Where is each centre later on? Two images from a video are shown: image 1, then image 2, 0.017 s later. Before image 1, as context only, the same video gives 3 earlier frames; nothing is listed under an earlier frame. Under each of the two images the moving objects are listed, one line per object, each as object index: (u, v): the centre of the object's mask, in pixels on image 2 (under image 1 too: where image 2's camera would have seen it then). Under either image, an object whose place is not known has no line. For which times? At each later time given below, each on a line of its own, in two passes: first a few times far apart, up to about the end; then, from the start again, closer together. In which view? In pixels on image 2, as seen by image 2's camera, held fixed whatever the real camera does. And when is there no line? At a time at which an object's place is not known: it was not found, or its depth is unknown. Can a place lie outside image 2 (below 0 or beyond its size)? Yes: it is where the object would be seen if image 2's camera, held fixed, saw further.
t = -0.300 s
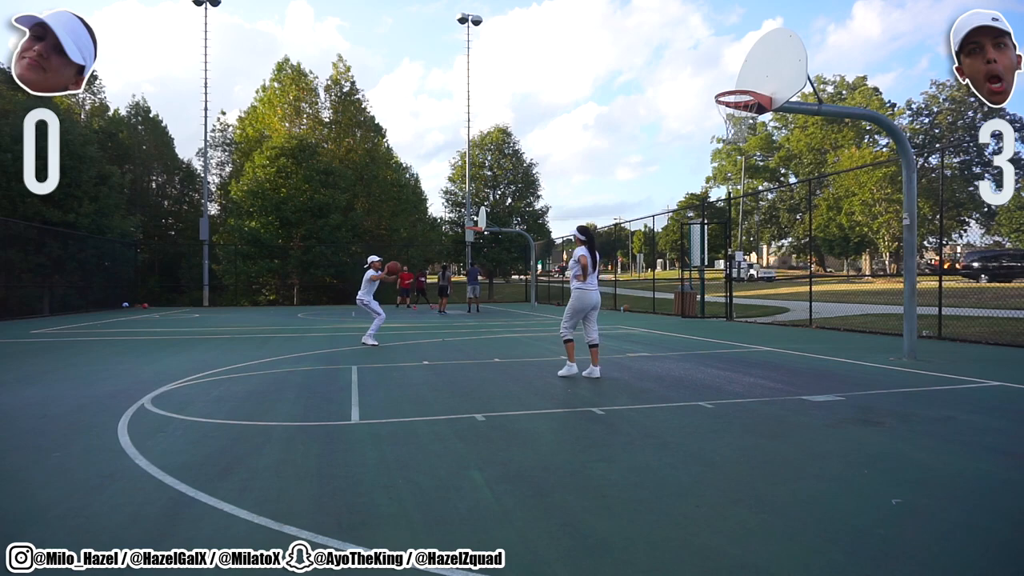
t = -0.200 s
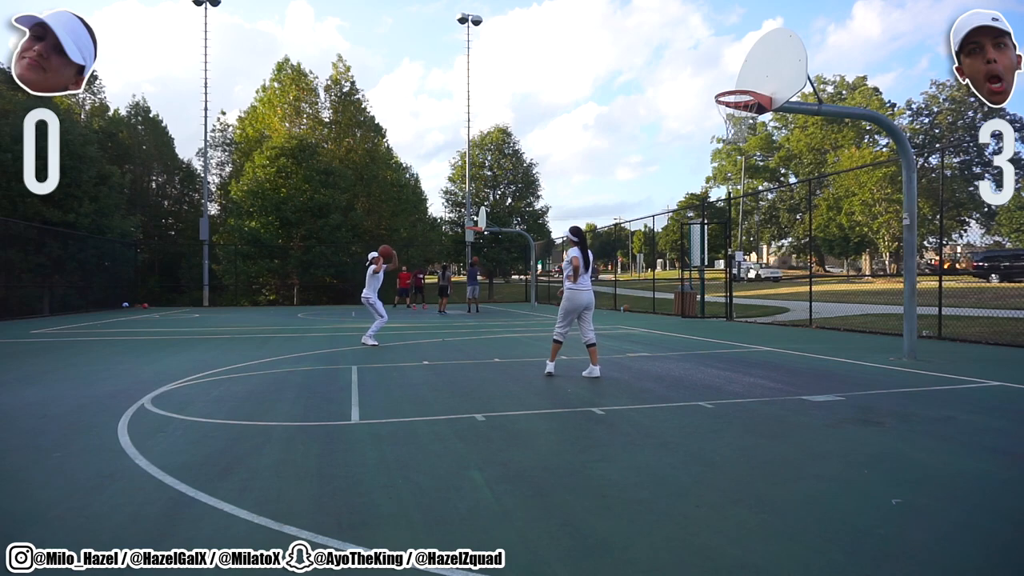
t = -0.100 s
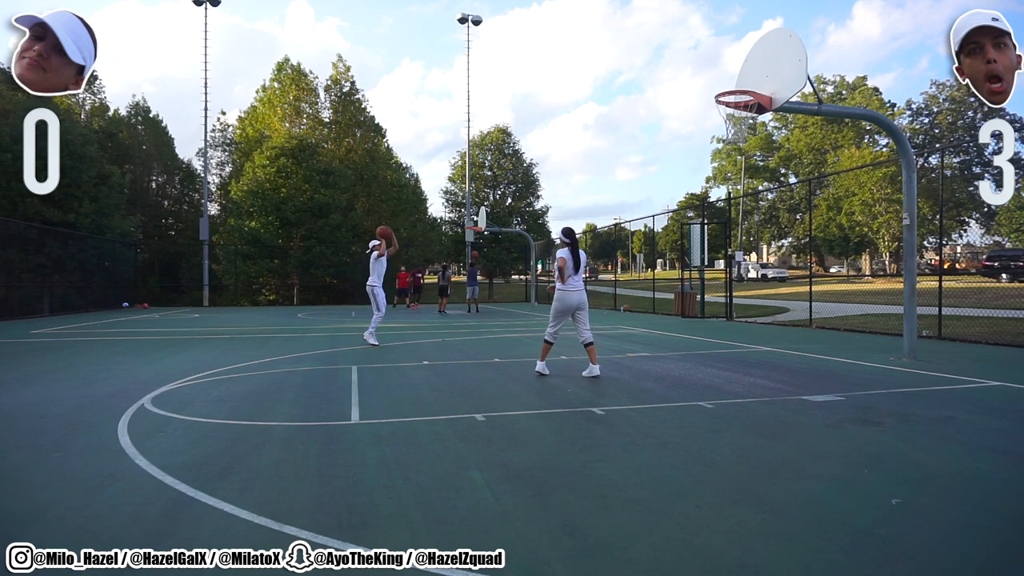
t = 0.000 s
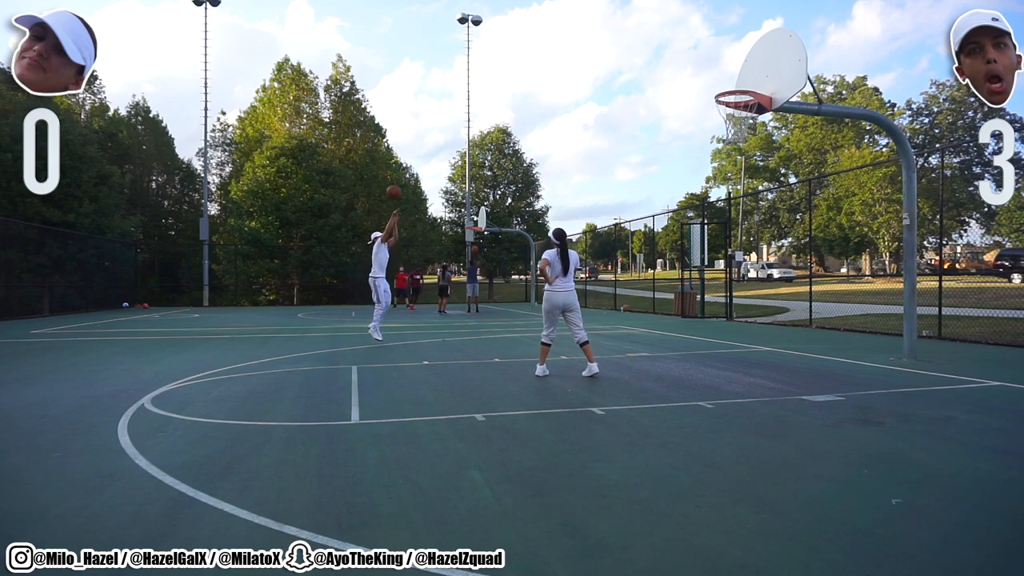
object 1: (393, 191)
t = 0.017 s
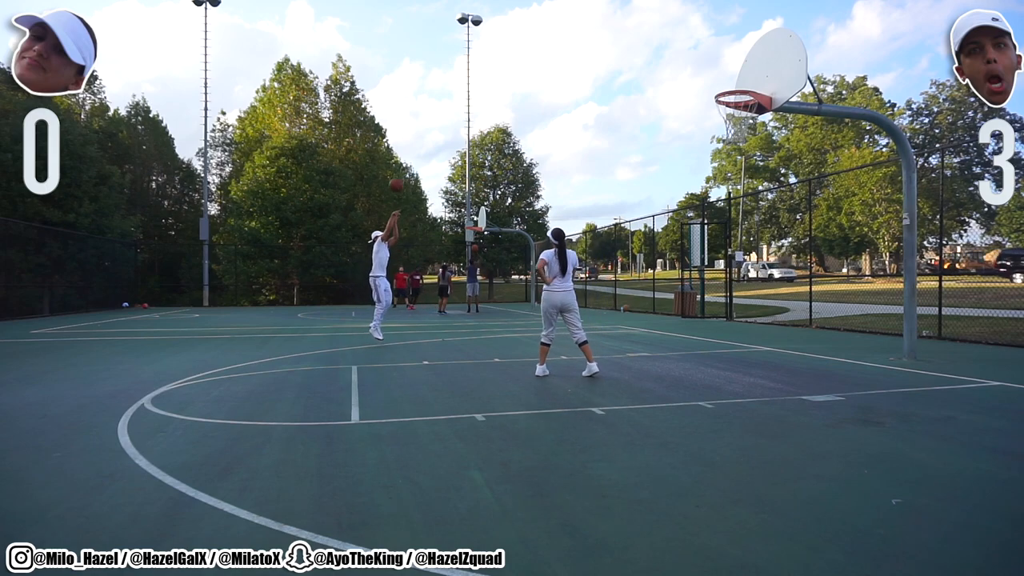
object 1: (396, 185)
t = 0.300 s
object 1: (441, 82)
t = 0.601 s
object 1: (495, 21)
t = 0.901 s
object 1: (554, 17)
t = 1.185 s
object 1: (617, 77)
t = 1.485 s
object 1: (695, 225)
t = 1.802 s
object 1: (757, 294)
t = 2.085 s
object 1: (777, 193)
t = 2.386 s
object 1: (797, 163)
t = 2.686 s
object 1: (821, 223)
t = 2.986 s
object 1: (842, 376)
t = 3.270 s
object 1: (873, 281)
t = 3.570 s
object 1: (906, 275)
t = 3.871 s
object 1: (942, 386)
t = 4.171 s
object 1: (977, 330)
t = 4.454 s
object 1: (1009, 371)
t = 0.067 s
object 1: (403, 164)
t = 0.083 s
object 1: (407, 157)
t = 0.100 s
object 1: (409, 151)
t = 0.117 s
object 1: (412, 144)
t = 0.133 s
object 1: (414, 138)
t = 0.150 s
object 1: (417, 132)
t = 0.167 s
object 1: (419, 126)
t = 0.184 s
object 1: (422, 120)
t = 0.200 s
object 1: (425, 114)
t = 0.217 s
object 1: (427, 109)
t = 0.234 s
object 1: (430, 103)
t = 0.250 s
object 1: (433, 98)
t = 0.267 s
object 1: (436, 92)
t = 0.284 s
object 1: (438, 87)
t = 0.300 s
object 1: (441, 82)
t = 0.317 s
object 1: (444, 77)
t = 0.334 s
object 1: (447, 73)
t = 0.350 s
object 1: (450, 68)
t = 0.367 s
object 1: (452, 64)
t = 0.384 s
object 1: (455, 60)
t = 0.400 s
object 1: (458, 56)
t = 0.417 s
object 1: (461, 52)
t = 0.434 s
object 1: (464, 48)
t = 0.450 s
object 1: (467, 45)
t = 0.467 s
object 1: (470, 41)
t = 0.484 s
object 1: (472, 38)
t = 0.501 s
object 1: (476, 35)
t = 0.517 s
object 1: (479, 33)
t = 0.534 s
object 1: (482, 30)
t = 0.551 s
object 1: (485, 27)
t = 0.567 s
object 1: (488, 25)
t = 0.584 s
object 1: (491, 23)
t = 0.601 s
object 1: (495, 21)
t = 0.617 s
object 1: (498, 19)
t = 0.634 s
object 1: (501, 17)
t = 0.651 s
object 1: (504, 16)
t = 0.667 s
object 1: (507, 14)
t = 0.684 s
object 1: (510, 13)
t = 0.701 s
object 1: (513, 12)
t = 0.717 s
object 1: (517, 11)
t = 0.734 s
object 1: (520, 11)
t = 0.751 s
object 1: (523, 10)
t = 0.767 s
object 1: (526, 10)
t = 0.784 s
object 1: (530, 10)
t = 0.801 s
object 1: (533, 11)
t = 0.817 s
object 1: (536, 11)
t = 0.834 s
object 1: (540, 12)
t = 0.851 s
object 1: (543, 13)
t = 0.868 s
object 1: (547, 14)
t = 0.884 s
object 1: (550, 15)
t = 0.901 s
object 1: (554, 17)
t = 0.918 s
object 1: (557, 18)
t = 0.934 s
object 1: (561, 20)
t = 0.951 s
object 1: (565, 23)
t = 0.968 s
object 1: (568, 25)
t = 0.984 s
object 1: (572, 27)
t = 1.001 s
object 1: (576, 30)
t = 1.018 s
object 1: (579, 33)
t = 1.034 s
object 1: (583, 36)
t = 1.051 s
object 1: (587, 40)
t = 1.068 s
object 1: (591, 44)
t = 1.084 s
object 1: (594, 48)
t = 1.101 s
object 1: (598, 52)
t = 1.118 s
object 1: (602, 57)
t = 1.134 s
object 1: (606, 61)
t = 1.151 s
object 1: (610, 66)
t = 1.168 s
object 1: (613, 72)
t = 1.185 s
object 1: (617, 77)
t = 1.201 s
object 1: (621, 83)
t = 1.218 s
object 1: (625, 89)
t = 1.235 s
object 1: (629, 95)
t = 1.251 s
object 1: (634, 102)
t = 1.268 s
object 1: (638, 109)
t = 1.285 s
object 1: (642, 116)
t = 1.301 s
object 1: (646, 124)
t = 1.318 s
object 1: (650, 131)
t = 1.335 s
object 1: (655, 139)
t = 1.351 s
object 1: (659, 148)
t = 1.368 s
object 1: (664, 156)
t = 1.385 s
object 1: (668, 165)
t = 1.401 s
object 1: (672, 174)
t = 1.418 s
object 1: (677, 184)
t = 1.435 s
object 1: (681, 194)
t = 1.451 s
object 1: (686, 204)
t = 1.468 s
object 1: (690, 214)
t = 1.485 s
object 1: (695, 225)
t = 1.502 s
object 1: (700, 236)
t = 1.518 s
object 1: (705, 247)
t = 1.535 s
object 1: (709, 259)
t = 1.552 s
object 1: (714, 272)
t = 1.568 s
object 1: (719, 284)
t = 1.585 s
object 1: (724, 296)
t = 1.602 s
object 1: (728, 310)
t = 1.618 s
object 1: (733, 323)
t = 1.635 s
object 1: (738, 337)
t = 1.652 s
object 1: (744, 351)
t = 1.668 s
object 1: (748, 363)
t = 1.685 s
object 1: (749, 354)
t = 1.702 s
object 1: (750, 345)
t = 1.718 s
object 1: (751, 336)
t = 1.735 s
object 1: (752, 327)
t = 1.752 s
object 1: (754, 318)
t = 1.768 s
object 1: (755, 310)
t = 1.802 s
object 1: (757, 294)
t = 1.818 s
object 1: (758, 286)
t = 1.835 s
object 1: (760, 279)
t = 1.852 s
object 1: (761, 272)
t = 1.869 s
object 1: (762, 265)
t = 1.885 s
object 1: (763, 257)
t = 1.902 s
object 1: (764, 251)
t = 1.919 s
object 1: (766, 244)
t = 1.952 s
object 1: (769, 232)
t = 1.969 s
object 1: (769, 226)
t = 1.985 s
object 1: (770, 221)
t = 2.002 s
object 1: (771, 216)
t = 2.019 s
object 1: (772, 211)
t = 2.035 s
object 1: (773, 206)
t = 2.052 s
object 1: (774, 202)
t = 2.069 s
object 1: (776, 197)
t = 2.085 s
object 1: (777, 193)
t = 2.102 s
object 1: (779, 189)
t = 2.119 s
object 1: (779, 186)
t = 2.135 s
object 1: (780, 182)
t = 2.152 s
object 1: (781, 179)
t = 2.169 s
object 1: (782, 176)
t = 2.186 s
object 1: (783, 174)
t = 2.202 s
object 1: (784, 172)
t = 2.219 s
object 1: (786, 170)
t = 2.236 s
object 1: (787, 168)
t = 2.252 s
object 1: (788, 166)
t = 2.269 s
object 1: (789, 165)
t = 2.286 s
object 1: (790, 164)
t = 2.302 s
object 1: (791, 163)
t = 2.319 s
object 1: (792, 163)
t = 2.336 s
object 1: (793, 162)
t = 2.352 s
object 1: (795, 162)
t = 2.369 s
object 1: (796, 162)
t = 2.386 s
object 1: (797, 163)
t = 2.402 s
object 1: (799, 164)
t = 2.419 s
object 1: (800, 164)
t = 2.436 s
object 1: (801, 166)
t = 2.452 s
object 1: (802, 167)
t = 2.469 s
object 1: (804, 169)
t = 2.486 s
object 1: (805, 172)
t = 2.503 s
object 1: (806, 174)
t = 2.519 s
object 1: (808, 177)
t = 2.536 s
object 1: (810, 180)
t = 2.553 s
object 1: (811, 184)
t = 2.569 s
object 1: (812, 188)
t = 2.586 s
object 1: (813, 191)
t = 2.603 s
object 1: (814, 196)
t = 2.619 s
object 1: (816, 200)
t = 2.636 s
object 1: (817, 206)
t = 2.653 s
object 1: (818, 211)
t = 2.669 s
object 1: (820, 216)
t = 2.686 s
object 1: (821, 223)
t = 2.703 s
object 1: (822, 229)
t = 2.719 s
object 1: (823, 236)
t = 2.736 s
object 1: (825, 243)
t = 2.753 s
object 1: (826, 250)
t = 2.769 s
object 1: (827, 258)
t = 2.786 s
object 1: (829, 265)
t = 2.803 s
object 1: (829, 274)
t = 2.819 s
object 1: (831, 283)
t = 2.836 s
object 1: (832, 292)
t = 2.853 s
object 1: (833, 301)
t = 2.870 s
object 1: (834, 311)
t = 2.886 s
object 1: (836, 321)
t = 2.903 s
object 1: (837, 331)
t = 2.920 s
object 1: (838, 341)
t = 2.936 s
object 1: (839, 353)
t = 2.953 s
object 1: (840, 364)
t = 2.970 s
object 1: (841, 376)
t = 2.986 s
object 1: (842, 376)
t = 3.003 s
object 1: (844, 367)
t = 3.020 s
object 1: (846, 360)
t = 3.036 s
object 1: (847, 353)
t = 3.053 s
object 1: (849, 346)
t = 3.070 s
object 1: (851, 339)
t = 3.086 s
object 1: (853, 333)
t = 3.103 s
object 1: (855, 327)
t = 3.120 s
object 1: (857, 321)
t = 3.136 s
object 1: (858, 315)
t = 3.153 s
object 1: (860, 310)
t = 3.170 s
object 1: (861, 305)
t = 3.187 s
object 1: (863, 300)
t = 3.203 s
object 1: (865, 296)
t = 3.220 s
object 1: (867, 291)
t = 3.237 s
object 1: (869, 288)
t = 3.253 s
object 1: (871, 284)
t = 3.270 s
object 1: (873, 281)
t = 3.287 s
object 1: (874, 277)
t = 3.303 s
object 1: (876, 275)
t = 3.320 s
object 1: (878, 272)
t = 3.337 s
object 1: (880, 270)
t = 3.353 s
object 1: (882, 269)
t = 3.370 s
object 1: (883, 267)
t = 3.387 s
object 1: (885, 266)
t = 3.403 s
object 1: (887, 265)
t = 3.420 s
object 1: (889, 265)
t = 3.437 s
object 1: (890, 265)
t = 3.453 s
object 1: (892, 265)
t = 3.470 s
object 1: (895, 265)
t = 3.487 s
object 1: (897, 266)
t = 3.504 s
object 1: (898, 267)
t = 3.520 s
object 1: (900, 269)
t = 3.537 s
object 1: (902, 271)
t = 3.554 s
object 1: (904, 273)
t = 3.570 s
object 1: (906, 275)
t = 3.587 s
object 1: (908, 278)
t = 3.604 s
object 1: (910, 282)
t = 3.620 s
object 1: (912, 285)
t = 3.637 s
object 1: (914, 289)
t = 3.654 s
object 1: (916, 294)
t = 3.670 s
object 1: (918, 298)
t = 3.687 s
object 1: (920, 304)
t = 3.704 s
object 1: (921, 309)
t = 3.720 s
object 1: (924, 315)
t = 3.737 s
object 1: (926, 321)
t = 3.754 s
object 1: (928, 328)
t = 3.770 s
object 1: (930, 334)
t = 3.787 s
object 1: (932, 342)
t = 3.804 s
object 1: (934, 350)
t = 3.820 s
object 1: (936, 359)
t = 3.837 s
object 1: (938, 367)
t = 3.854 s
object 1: (940, 376)
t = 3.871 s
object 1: (942, 386)
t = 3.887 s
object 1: (944, 395)
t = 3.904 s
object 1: (946, 391)
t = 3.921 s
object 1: (948, 384)
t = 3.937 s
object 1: (950, 379)
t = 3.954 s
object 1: (952, 373)
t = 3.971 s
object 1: (954, 367)
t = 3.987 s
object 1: (956, 362)
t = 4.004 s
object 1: (957, 358)
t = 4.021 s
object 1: (959, 353)
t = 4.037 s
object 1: (961, 349)
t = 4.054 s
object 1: (963, 346)
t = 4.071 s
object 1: (966, 343)
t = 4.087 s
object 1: (967, 339)
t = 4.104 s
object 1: (969, 337)
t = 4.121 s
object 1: (971, 335)
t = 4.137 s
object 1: (973, 332)
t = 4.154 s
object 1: (975, 331)
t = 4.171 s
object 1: (977, 330)
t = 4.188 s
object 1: (979, 329)
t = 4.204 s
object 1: (980, 329)
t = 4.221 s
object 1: (983, 329)
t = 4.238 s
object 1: (984, 329)
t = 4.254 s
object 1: (987, 330)
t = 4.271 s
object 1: (989, 331)
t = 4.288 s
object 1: (991, 333)
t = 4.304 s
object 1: (992, 334)
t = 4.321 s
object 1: (995, 337)
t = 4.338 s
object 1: (997, 340)
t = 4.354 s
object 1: (1000, 343)
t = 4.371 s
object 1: (1001, 346)
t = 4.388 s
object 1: (1003, 350)
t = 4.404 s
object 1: (1005, 355)
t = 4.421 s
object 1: (1006, 360)
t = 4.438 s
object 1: (1007, 365)
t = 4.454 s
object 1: (1009, 371)
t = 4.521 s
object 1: (1012, 398)
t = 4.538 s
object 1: (1014, 407)
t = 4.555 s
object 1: (1014, 411)
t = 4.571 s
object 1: (1015, 405)
